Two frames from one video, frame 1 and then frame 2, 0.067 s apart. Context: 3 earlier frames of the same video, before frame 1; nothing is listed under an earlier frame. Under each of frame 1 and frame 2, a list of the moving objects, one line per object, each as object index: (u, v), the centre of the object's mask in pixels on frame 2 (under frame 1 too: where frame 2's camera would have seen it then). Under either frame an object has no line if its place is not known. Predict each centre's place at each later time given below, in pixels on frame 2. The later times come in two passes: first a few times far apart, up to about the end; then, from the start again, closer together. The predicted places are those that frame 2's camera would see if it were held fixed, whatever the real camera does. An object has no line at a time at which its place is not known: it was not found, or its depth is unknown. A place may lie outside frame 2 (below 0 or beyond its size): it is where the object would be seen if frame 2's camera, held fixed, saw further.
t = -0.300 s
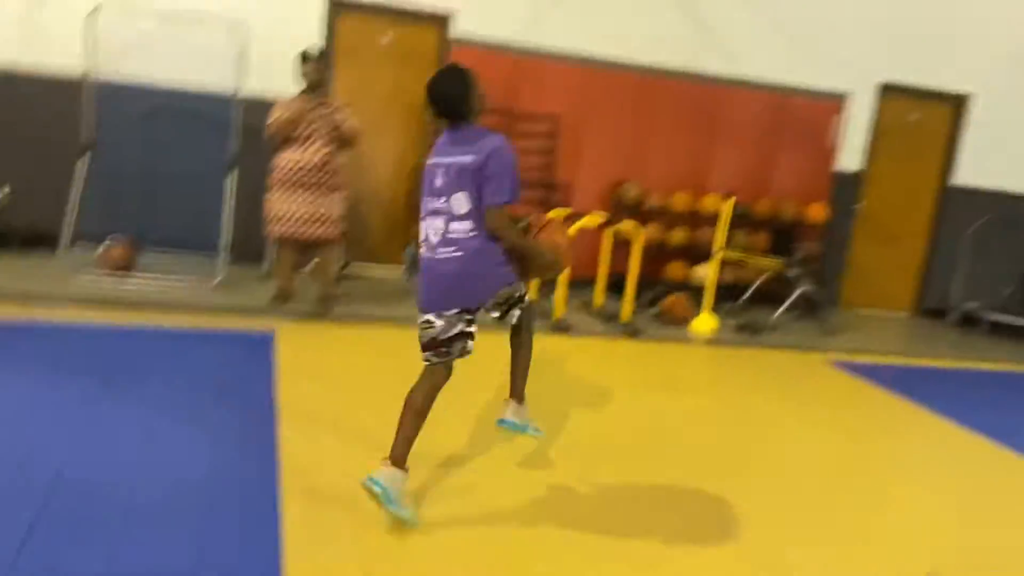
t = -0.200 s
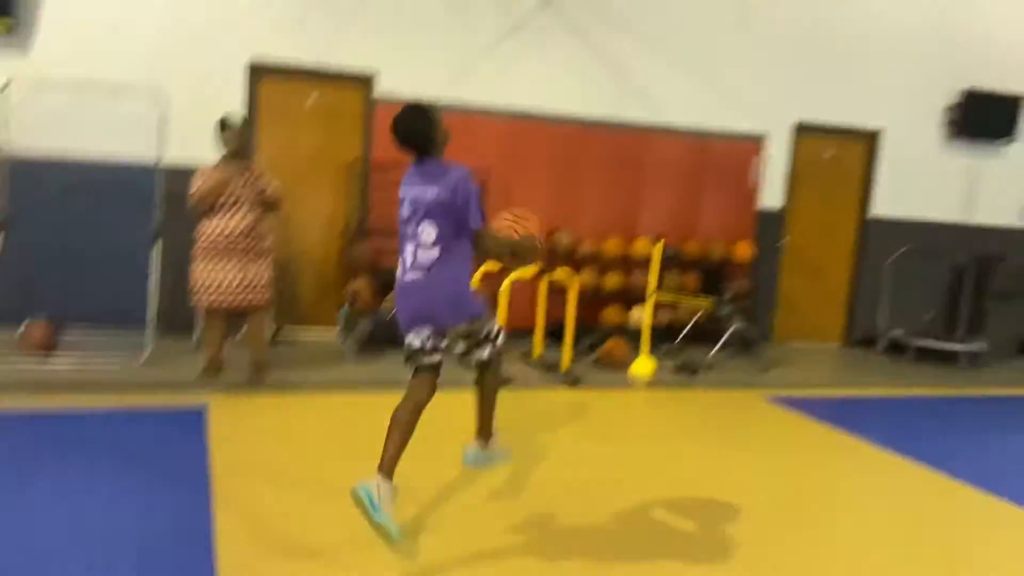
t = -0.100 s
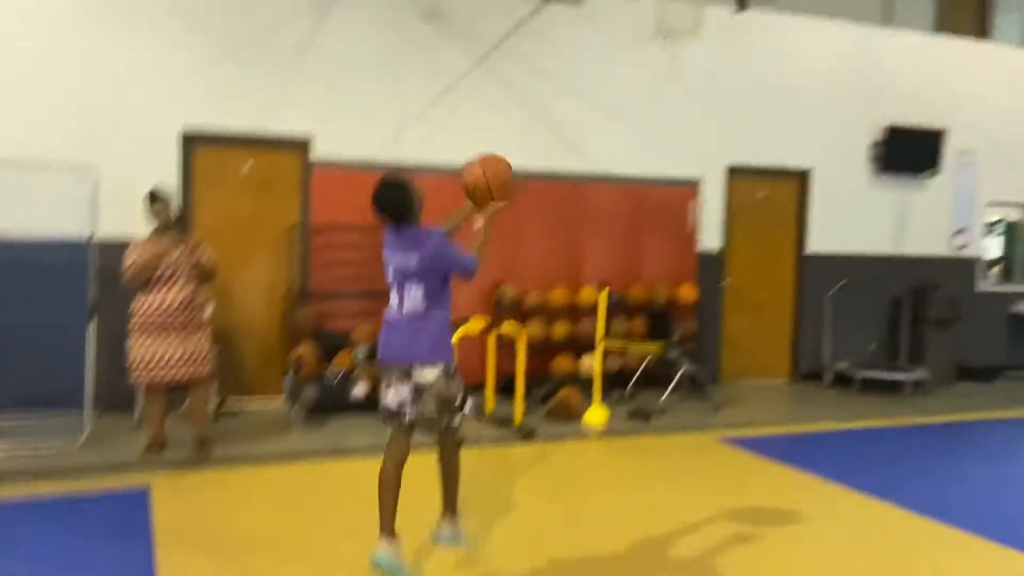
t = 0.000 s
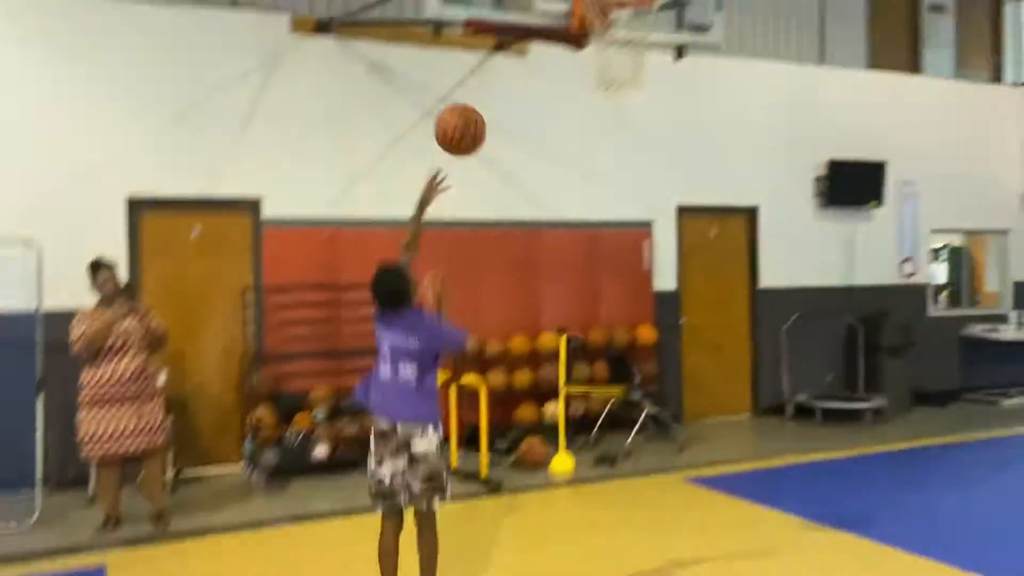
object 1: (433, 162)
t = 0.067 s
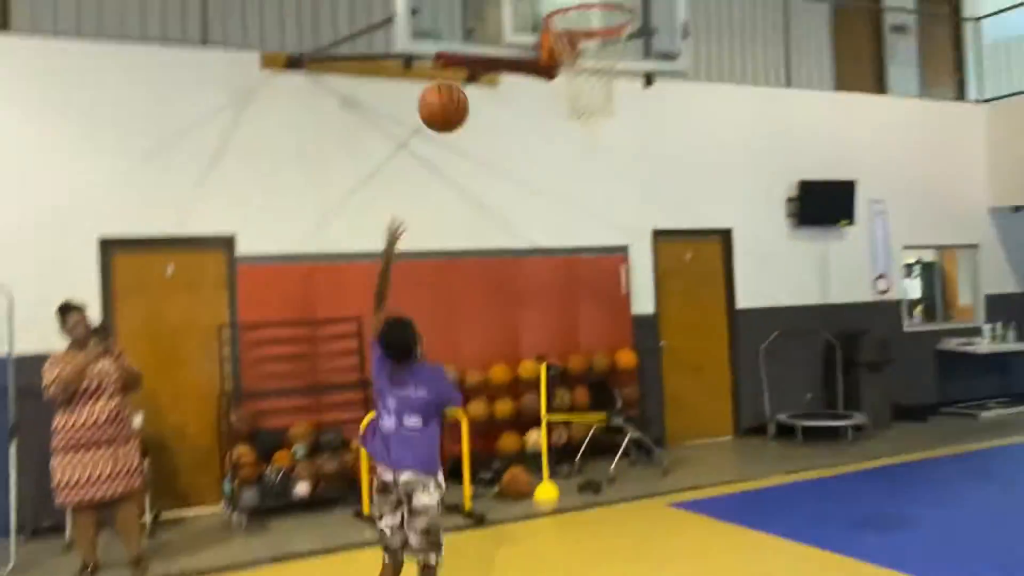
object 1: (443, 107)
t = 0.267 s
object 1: (473, 11)
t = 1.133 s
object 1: (619, 99)
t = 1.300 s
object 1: (624, 179)
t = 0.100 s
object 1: (448, 83)
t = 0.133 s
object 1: (454, 64)
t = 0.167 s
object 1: (458, 46)
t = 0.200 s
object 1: (463, 31)
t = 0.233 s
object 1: (468, 19)
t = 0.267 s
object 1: (473, 11)
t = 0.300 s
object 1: (478, 2)
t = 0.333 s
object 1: (483, -3)
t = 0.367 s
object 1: (488, -7)
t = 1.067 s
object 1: (616, 83)
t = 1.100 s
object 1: (618, 90)
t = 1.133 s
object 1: (619, 99)
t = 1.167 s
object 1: (619, 110)
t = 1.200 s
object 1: (620, 123)
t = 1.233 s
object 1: (620, 141)
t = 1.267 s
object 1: (622, 158)
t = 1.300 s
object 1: (624, 179)
